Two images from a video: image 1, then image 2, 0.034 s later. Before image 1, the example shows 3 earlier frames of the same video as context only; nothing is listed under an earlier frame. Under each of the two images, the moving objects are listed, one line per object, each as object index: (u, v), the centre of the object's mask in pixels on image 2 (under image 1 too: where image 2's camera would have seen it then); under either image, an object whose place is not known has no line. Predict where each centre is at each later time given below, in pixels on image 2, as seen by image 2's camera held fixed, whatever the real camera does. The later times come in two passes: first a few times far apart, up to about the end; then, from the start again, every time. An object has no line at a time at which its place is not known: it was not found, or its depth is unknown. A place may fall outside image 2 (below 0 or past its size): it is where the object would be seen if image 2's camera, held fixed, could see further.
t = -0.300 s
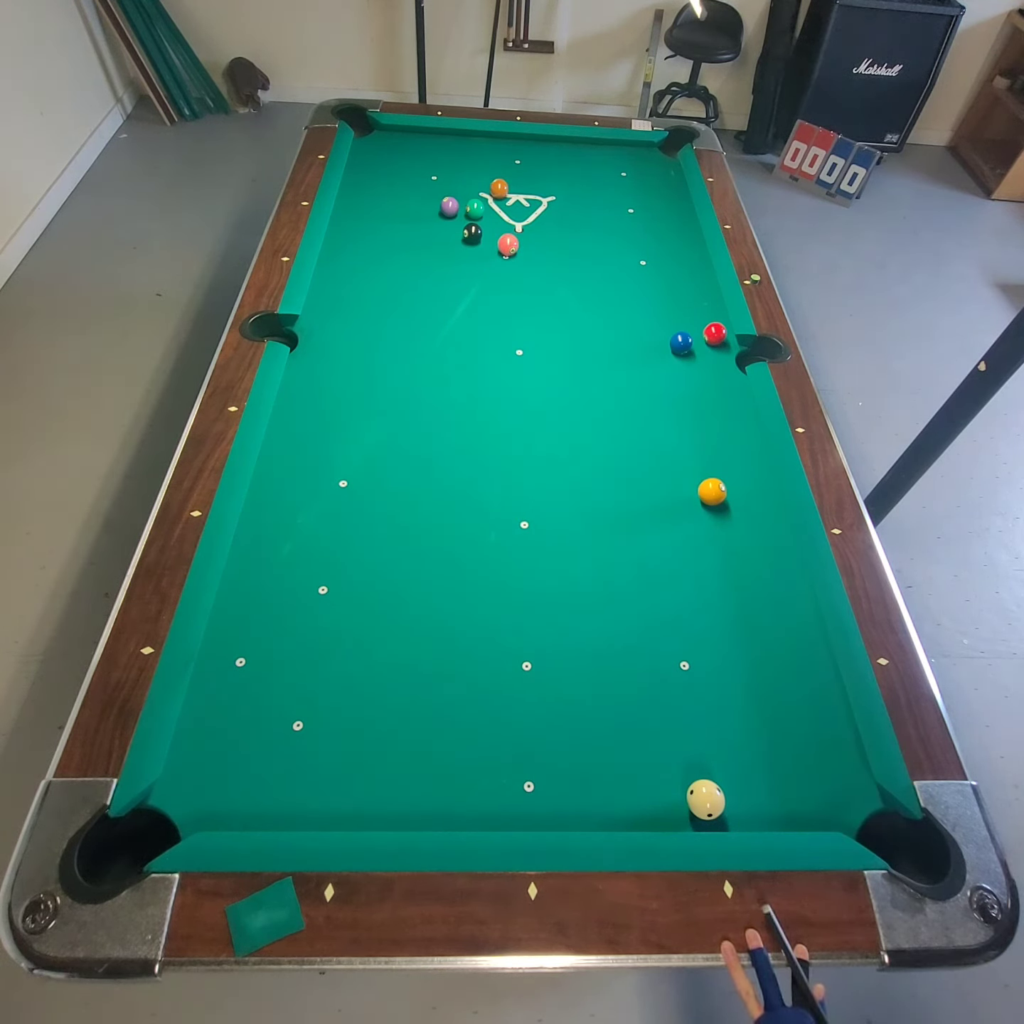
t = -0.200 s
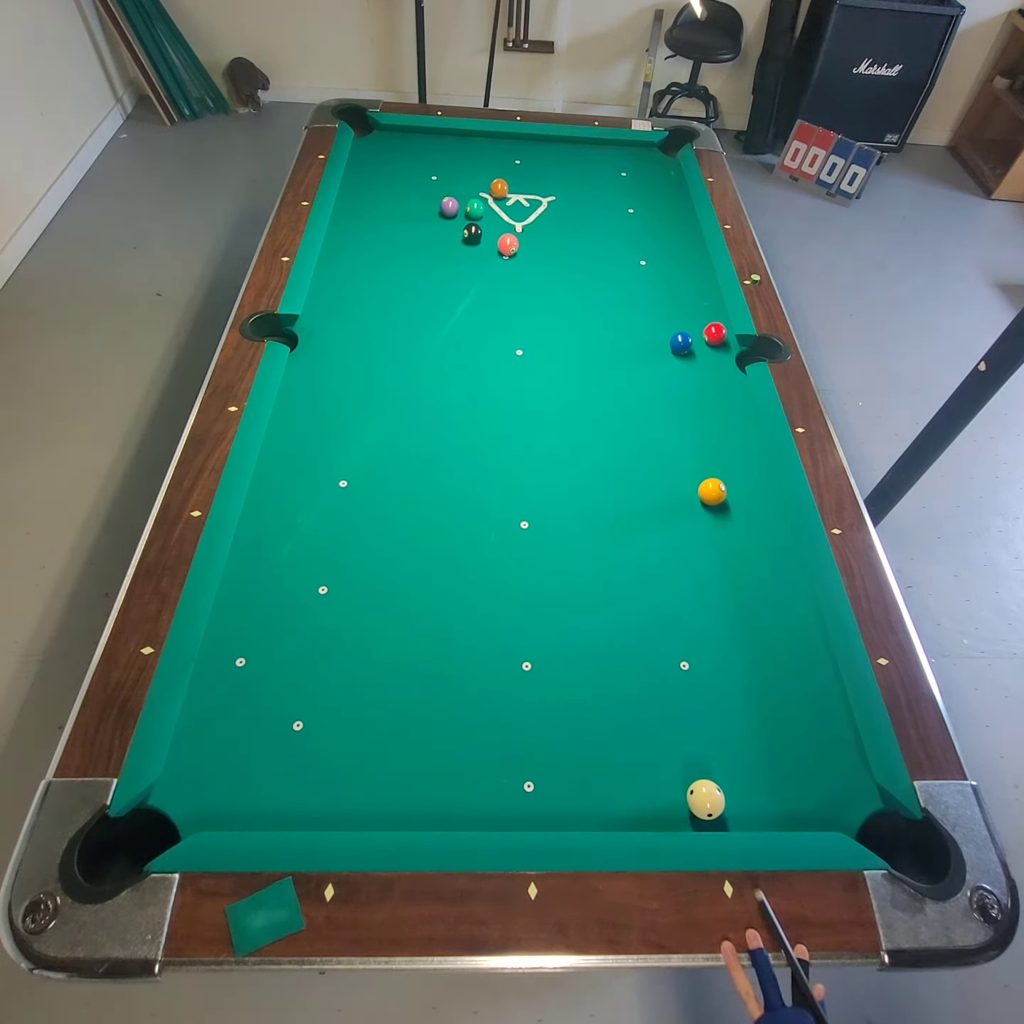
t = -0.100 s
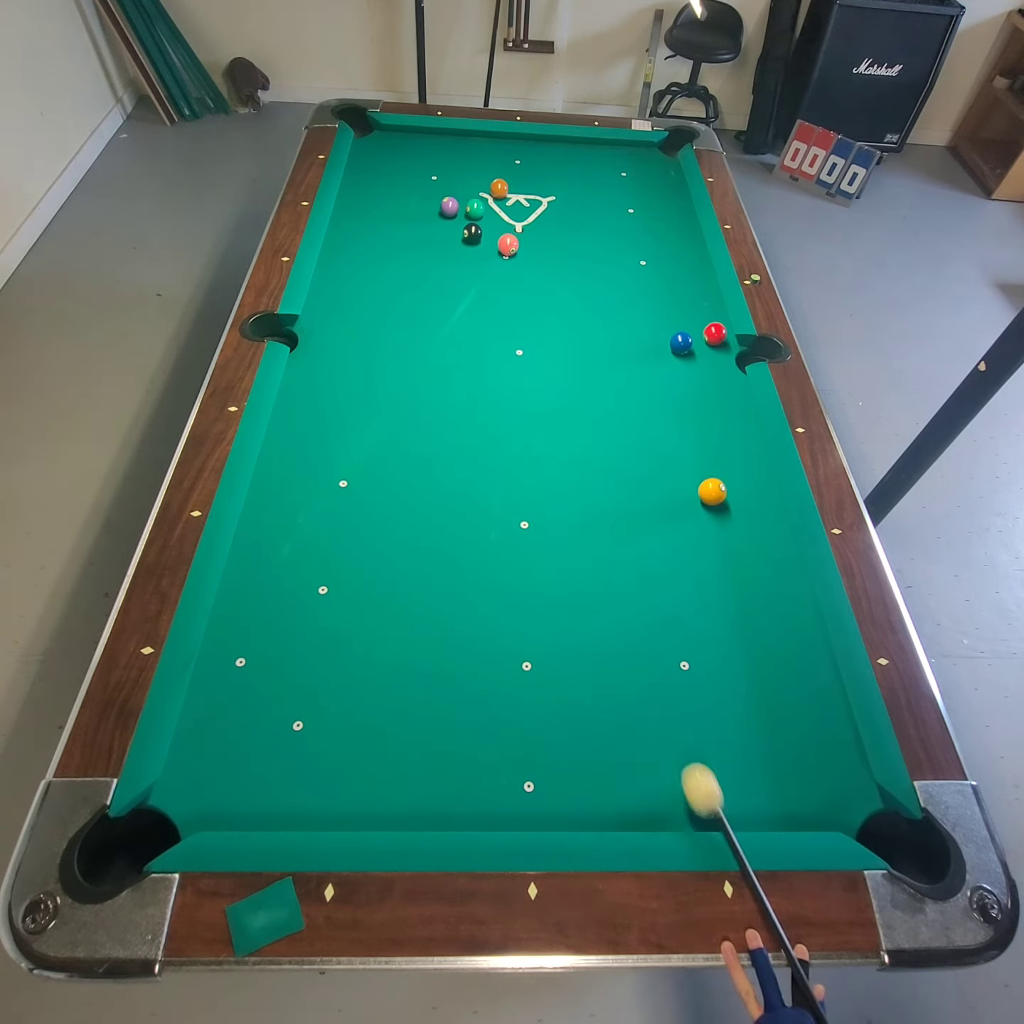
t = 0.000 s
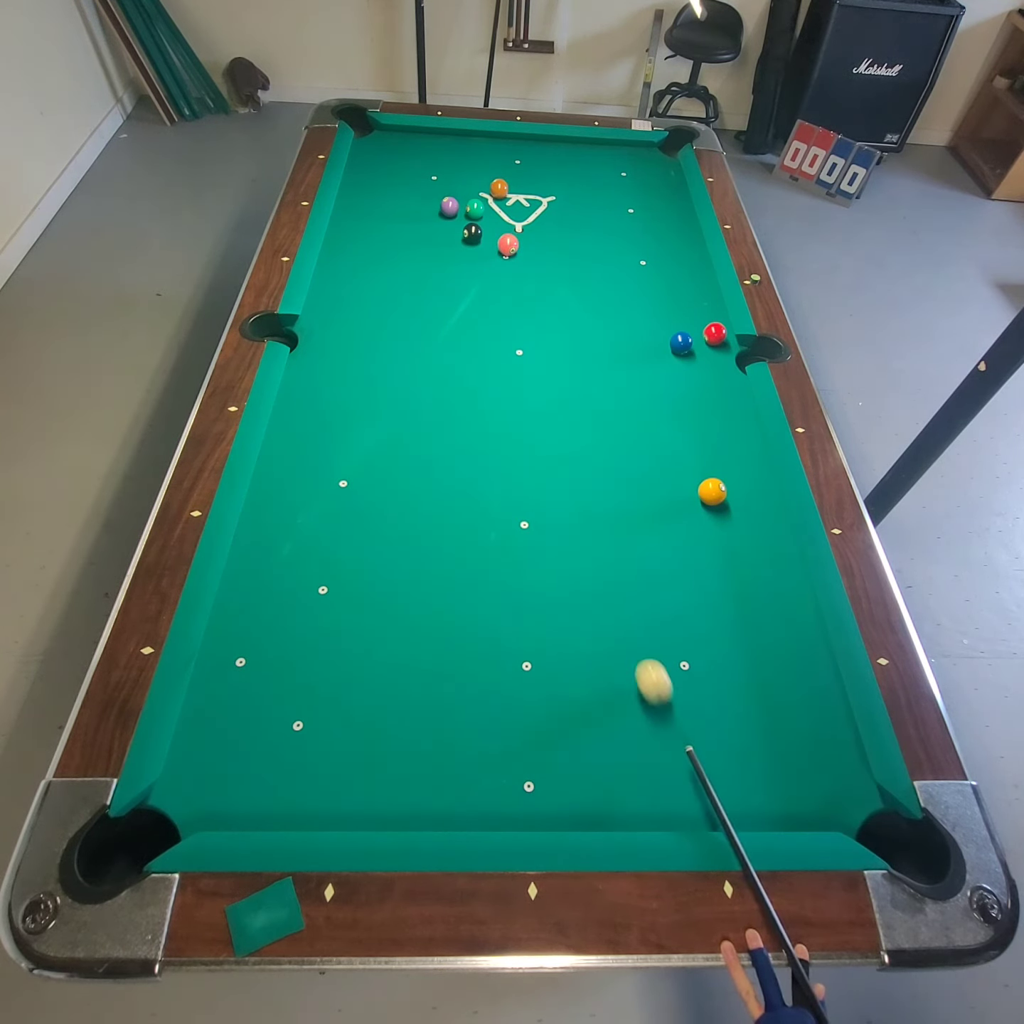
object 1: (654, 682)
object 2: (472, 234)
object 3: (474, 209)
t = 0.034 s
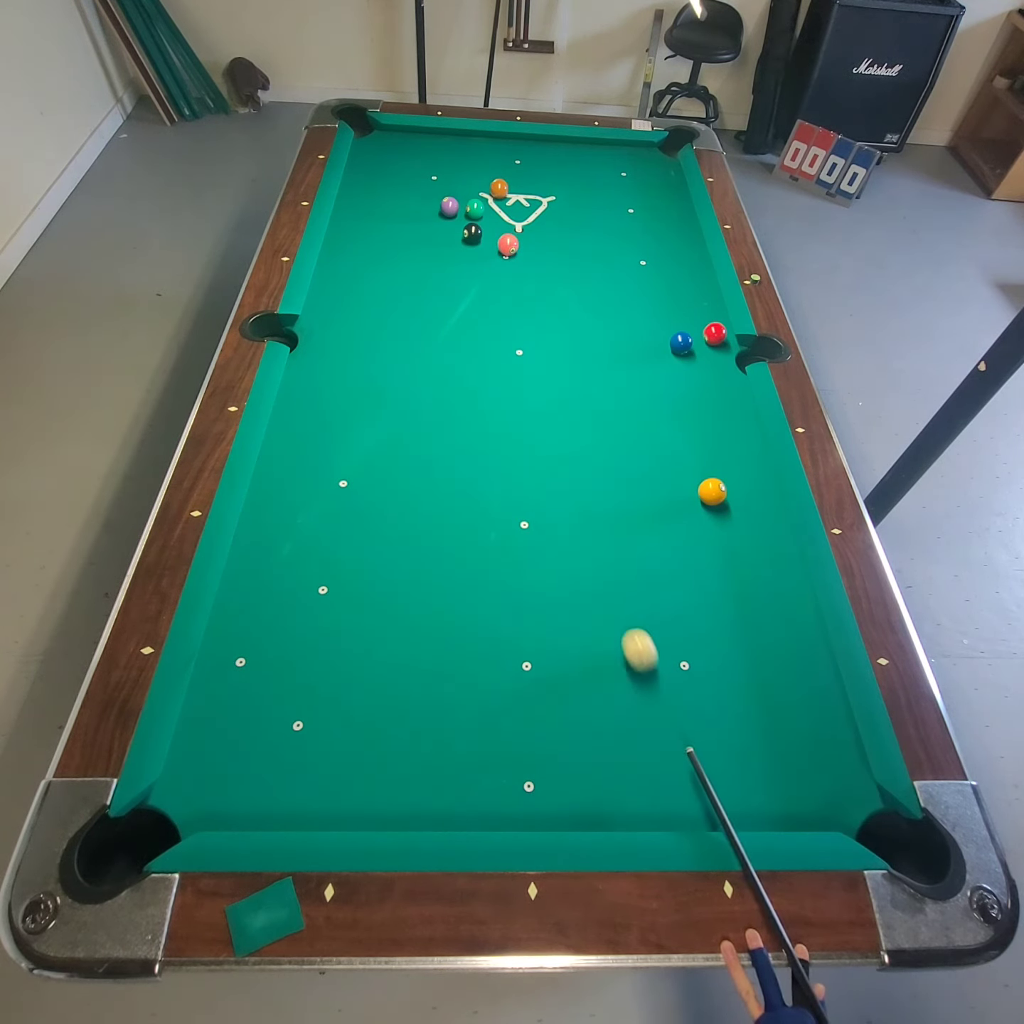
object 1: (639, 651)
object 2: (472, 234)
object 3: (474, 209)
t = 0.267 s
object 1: (560, 472)
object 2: (472, 234)
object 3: (474, 209)
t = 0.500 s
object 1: (504, 345)
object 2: (472, 234)
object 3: (474, 209)
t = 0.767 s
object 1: (457, 239)
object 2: (473, 233)
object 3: (475, 209)
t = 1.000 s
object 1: (396, 181)
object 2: (500, 221)
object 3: (474, 209)
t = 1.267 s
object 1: (377, 133)
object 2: (527, 208)
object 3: (474, 209)
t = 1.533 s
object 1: (407, 147)
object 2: (553, 197)
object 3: (474, 209)
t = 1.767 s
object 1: (432, 165)
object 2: (572, 188)
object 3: (474, 209)
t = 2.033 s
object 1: (461, 186)
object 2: (592, 178)
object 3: (474, 209)
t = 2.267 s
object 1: (488, 201)
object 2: (608, 170)
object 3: (474, 213)
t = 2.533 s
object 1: (520, 210)
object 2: (624, 163)
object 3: (471, 224)
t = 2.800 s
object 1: (551, 219)
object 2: (639, 157)
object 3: (468, 235)
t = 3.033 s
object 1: (577, 226)
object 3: (467, 244)
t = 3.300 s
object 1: (605, 234)
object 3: (465, 253)
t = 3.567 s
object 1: (632, 242)
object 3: (464, 262)
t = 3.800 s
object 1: (654, 248)
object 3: (464, 268)
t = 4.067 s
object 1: (678, 255)
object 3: (464, 274)
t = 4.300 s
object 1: (698, 261)
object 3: (464, 279)
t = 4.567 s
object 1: (693, 265)
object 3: (464, 283)
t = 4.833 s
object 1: (684, 267)
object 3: (464, 286)
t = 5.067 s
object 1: (677, 269)
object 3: (463, 287)
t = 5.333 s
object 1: (671, 271)
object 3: (463, 288)
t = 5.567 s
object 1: (667, 272)
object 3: (463, 288)
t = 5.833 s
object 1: (664, 273)
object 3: (463, 288)
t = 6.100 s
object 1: (662, 273)
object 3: (463, 288)
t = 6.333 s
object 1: (662, 274)
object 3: (463, 288)
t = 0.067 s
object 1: (626, 620)
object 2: (472, 234)
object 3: (474, 209)
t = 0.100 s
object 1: (614, 592)
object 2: (472, 234)
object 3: (474, 209)
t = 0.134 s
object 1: (602, 566)
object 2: (472, 234)
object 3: (474, 209)
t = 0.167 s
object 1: (591, 540)
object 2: (472, 234)
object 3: (474, 209)
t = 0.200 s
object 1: (580, 516)
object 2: (472, 234)
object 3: (474, 209)
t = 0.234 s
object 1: (570, 493)
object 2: (472, 234)
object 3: (474, 209)
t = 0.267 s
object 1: (560, 472)
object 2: (472, 234)
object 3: (474, 209)
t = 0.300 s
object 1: (551, 451)
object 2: (472, 234)
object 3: (474, 209)
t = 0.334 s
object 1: (542, 431)
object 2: (472, 234)
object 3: (474, 209)
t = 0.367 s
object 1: (534, 412)
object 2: (472, 234)
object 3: (474, 209)
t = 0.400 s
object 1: (526, 394)
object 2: (472, 234)
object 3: (474, 209)
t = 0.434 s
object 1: (518, 377)
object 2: (472, 234)
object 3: (474, 209)
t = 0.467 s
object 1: (511, 360)
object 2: (472, 234)
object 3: (474, 209)
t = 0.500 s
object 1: (504, 345)
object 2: (472, 234)
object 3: (474, 209)
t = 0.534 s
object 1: (497, 329)
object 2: (472, 234)
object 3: (474, 209)
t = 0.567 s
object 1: (491, 315)
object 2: (472, 234)
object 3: (474, 209)
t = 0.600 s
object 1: (485, 301)
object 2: (472, 234)
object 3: (474, 209)
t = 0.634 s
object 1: (479, 288)
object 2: (472, 234)
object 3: (474, 209)
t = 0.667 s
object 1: (473, 275)
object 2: (472, 234)
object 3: (474, 209)
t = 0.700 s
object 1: (468, 263)
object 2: (472, 234)
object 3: (474, 209)
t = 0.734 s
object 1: (462, 251)
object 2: (473, 233)
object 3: (474, 209)
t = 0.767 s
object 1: (457, 239)
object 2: (473, 233)
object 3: (475, 209)
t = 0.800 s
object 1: (447, 231)
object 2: (476, 232)
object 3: (474, 209)
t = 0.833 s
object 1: (438, 222)
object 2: (481, 230)
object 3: (474, 209)
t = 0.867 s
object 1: (429, 214)
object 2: (485, 228)
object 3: (474, 209)
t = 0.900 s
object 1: (420, 205)
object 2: (489, 226)
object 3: (474, 209)
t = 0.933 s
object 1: (412, 197)
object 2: (492, 225)
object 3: (474, 209)
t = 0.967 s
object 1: (404, 189)
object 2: (496, 223)
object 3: (474, 209)
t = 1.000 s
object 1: (396, 181)
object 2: (500, 221)
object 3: (474, 209)
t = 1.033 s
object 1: (388, 174)
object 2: (503, 219)
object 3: (474, 209)
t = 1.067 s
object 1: (381, 166)
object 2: (507, 218)
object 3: (474, 209)
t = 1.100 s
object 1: (374, 159)
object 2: (511, 216)
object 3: (474, 209)
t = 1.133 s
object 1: (366, 152)
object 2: (514, 214)
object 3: (474, 209)
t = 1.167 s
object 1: (360, 146)
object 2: (518, 212)
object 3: (474, 209)
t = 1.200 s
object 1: (365, 141)
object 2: (521, 211)
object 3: (474, 209)
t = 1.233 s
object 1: (372, 137)
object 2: (524, 209)
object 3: (474, 209)
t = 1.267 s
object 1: (377, 133)
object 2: (527, 208)
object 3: (474, 209)
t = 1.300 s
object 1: (383, 129)
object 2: (531, 207)
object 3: (474, 209)
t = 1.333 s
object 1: (386, 131)
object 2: (534, 205)
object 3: (474, 209)
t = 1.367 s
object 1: (389, 134)
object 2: (538, 204)
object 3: (474, 209)
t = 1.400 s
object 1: (393, 137)
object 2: (540, 203)
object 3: (474, 209)
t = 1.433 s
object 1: (396, 140)
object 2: (544, 201)
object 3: (474, 209)
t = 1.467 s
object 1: (400, 142)
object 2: (547, 200)
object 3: (474, 209)
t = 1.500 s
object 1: (403, 145)
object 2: (550, 198)
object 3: (474, 209)
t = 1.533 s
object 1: (407, 147)
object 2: (553, 197)
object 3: (474, 209)
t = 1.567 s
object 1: (411, 150)
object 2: (556, 195)
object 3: (474, 209)
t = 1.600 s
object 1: (414, 152)
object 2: (559, 194)
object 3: (474, 209)
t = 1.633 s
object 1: (418, 155)
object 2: (561, 193)
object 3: (474, 209)
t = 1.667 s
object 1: (421, 158)
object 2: (564, 192)
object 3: (474, 209)
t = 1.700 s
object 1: (425, 160)
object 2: (567, 190)
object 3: (474, 209)
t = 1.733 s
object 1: (428, 162)
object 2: (569, 189)
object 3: (474, 209)
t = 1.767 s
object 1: (432, 165)
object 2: (572, 188)
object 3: (474, 209)
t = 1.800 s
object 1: (435, 168)
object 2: (575, 187)
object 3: (474, 209)
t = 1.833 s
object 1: (439, 170)
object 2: (577, 185)
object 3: (474, 209)
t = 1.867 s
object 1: (443, 173)
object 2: (580, 184)
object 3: (475, 209)
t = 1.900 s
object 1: (447, 175)
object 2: (582, 183)
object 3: (475, 209)
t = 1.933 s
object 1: (450, 178)
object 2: (585, 182)
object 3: (474, 209)
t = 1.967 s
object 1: (454, 181)
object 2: (587, 181)
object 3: (474, 209)
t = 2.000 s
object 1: (458, 183)
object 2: (590, 179)
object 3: (474, 209)
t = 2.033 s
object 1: (461, 186)
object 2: (592, 178)
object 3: (474, 209)
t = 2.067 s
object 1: (465, 189)
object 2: (594, 177)
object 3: (474, 209)
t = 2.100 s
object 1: (468, 191)
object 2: (597, 176)
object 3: (475, 209)
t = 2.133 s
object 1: (472, 193)
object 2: (599, 175)
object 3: (474, 210)
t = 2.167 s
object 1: (476, 194)
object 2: (601, 174)
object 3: (474, 209)
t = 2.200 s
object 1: (481, 196)
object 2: (604, 173)
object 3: (474, 210)
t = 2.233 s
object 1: (485, 199)
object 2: (606, 171)
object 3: (474, 212)
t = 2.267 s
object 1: (488, 201)
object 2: (608, 170)
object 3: (474, 213)
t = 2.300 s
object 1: (492, 203)
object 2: (610, 170)
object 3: (473, 214)
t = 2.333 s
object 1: (496, 204)
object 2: (612, 169)
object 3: (473, 216)
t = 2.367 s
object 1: (500, 205)
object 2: (614, 168)
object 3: (473, 217)
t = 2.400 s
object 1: (504, 206)
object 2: (616, 167)
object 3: (472, 219)
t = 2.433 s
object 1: (508, 207)
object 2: (618, 166)
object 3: (472, 220)
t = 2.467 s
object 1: (512, 208)
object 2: (620, 165)
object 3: (472, 221)
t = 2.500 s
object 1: (516, 209)
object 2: (622, 164)
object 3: (472, 223)
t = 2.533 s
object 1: (520, 210)
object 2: (624, 163)
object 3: (471, 224)
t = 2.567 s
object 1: (524, 212)
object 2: (626, 162)
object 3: (471, 226)
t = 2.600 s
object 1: (527, 213)
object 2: (628, 161)
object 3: (471, 227)
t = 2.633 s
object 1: (532, 214)
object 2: (630, 161)
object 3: (470, 228)
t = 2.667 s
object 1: (536, 215)
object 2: (632, 160)
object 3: (470, 230)
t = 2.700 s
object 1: (539, 216)
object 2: (634, 159)
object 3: (470, 231)
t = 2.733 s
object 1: (544, 217)
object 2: (635, 158)
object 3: (469, 232)
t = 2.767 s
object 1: (547, 218)
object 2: (637, 157)
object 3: (469, 233)
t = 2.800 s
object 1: (551, 219)
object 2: (639, 157)
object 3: (468, 235)
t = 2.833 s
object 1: (554, 220)
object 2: (640, 155)
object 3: (468, 236)
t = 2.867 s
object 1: (558, 221)
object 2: (642, 155)
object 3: (468, 238)
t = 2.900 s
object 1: (562, 222)
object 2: (644, 154)
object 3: (468, 239)
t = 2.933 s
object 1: (566, 223)
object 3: (468, 240)
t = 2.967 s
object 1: (569, 224)
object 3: (467, 241)
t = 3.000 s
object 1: (573, 226)
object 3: (467, 243)
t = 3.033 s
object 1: (577, 226)
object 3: (467, 244)
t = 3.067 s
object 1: (581, 227)
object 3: (467, 245)
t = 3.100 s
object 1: (584, 228)
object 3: (466, 246)
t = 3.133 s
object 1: (588, 229)
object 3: (466, 247)
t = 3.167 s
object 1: (591, 230)
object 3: (466, 248)
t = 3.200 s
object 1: (595, 231)
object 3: (466, 250)
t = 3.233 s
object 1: (598, 233)
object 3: (466, 251)
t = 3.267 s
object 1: (602, 233)
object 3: (465, 252)
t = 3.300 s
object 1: (605, 234)
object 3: (465, 253)
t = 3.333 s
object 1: (609, 235)
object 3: (465, 254)
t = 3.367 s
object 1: (612, 236)
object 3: (465, 255)
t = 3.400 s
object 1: (615, 237)
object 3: (465, 256)
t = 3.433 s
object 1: (619, 238)
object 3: (465, 257)
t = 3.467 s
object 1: (622, 239)
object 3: (465, 258)
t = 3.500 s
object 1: (625, 240)
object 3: (465, 259)
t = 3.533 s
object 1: (629, 241)
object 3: (464, 260)
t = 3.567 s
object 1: (632, 242)
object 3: (464, 262)
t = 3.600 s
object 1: (635, 243)
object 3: (464, 263)
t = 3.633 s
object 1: (639, 244)
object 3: (464, 264)
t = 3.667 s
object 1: (642, 245)
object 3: (464, 264)
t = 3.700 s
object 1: (645, 246)
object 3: (464, 265)
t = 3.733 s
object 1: (648, 247)
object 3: (464, 266)
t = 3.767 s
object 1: (652, 247)
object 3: (464, 267)
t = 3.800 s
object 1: (654, 248)
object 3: (464, 268)
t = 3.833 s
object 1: (658, 250)
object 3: (464, 269)
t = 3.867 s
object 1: (661, 250)
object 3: (464, 269)
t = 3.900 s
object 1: (664, 251)
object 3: (464, 270)
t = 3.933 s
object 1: (666, 252)
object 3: (464, 271)
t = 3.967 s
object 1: (670, 253)
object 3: (464, 272)
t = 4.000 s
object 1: (673, 253)
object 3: (464, 273)
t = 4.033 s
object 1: (675, 255)
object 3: (464, 273)
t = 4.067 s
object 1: (678, 255)
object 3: (464, 274)
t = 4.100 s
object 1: (681, 256)
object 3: (464, 275)
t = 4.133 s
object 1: (684, 257)
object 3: (464, 276)
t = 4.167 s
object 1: (687, 258)
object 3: (464, 277)
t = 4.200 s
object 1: (690, 259)
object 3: (464, 277)
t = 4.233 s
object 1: (693, 259)
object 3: (464, 278)
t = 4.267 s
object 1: (695, 261)
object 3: (464, 278)
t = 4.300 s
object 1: (698, 261)
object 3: (464, 279)
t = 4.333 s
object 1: (701, 262)
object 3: (464, 280)
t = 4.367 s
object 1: (701, 262)
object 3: (464, 280)
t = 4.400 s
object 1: (699, 263)
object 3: (464, 281)
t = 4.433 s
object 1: (698, 263)
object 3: (464, 281)
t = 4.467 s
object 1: (697, 263)
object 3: (464, 282)
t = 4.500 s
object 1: (695, 264)
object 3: (464, 282)
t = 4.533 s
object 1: (694, 264)
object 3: (464, 283)
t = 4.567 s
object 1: (693, 265)
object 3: (464, 283)
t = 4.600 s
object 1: (692, 265)
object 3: (464, 283)
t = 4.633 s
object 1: (691, 265)
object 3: (464, 284)
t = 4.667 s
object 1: (690, 266)
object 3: (464, 284)
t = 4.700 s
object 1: (688, 266)
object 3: (464, 285)
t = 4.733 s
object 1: (687, 266)
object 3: (464, 285)
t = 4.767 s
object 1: (686, 267)
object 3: (464, 285)
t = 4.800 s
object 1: (685, 267)
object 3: (464, 286)
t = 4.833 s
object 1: (684, 267)
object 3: (464, 286)
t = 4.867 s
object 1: (683, 267)
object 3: (463, 286)
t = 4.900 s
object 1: (682, 268)
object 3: (463, 286)
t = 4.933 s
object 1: (681, 268)
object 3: (463, 286)
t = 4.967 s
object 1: (680, 268)
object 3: (463, 287)
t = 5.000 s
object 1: (679, 269)
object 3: (463, 287)
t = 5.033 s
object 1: (678, 269)
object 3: (463, 287)
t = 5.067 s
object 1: (677, 269)
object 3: (463, 287)
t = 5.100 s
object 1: (677, 270)
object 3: (463, 287)
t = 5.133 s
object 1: (676, 270)
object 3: (463, 288)
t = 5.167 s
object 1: (675, 270)
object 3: (463, 288)
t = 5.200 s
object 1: (674, 270)
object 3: (463, 288)
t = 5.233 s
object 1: (673, 270)
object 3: (463, 288)
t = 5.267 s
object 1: (673, 270)
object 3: (463, 288)
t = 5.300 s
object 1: (672, 271)
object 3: (463, 288)
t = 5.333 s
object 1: (671, 271)
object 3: (463, 288)
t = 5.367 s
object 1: (671, 271)
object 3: (463, 288)
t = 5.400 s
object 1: (670, 271)
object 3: (463, 288)
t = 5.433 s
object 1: (669, 272)
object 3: (463, 288)
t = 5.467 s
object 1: (669, 271)
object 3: (463, 288)
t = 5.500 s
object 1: (668, 272)
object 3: (463, 288)
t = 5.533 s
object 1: (668, 272)
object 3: (463, 288)
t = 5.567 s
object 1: (667, 272)
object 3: (463, 288)
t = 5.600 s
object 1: (667, 272)
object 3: (463, 288)
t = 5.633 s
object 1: (666, 272)
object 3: (463, 288)
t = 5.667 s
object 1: (666, 273)
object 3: (463, 288)
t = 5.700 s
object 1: (665, 273)
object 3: (463, 288)
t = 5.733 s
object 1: (665, 273)
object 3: (463, 288)
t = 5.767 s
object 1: (665, 273)
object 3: (463, 288)
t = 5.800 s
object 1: (664, 273)
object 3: (463, 288)
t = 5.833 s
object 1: (664, 273)
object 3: (463, 288)
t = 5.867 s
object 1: (664, 273)
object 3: (463, 288)
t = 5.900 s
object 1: (664, 273)
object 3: (463, 288)
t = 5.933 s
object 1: (663, 273)
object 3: (463, 288)
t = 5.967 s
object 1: (663, 274)
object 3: (463, 288)
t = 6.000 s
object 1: (663, 273)
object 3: (463, 288)
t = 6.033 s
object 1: (663, 273)
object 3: (463, 288)
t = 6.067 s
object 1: (662, 273)
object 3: (463, 288)
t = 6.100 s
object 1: (662, 273)
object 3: (463, 288)
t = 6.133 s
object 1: (662, 274)
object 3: (463, 288)
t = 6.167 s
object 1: (662, 274)
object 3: (463, 288)
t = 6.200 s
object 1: (662, 274)
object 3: (463, 288)
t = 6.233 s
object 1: (662, 274)
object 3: (463, 288)
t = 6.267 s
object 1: (662, 274)
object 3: (463, 288)
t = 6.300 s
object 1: (662, 274)
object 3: (463, 288)
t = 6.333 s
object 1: (662, 274)
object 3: (463, 288)
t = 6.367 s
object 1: (662, 274)
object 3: (463, 288)
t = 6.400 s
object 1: (662, 274)
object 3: (463, 288)
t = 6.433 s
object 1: (662, 274)
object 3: (463, 288)
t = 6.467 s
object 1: (662, 274)
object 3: (463, 288)
